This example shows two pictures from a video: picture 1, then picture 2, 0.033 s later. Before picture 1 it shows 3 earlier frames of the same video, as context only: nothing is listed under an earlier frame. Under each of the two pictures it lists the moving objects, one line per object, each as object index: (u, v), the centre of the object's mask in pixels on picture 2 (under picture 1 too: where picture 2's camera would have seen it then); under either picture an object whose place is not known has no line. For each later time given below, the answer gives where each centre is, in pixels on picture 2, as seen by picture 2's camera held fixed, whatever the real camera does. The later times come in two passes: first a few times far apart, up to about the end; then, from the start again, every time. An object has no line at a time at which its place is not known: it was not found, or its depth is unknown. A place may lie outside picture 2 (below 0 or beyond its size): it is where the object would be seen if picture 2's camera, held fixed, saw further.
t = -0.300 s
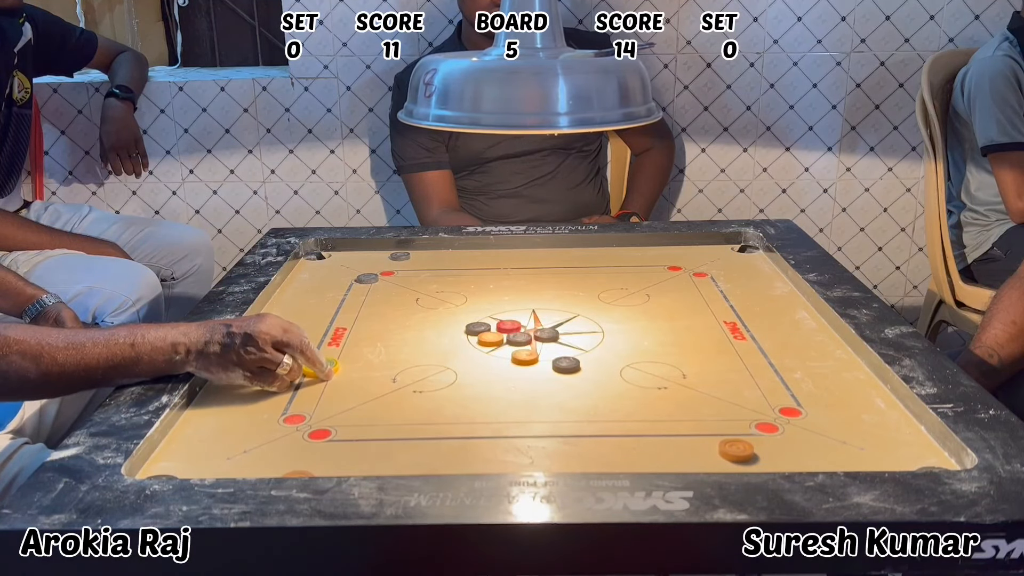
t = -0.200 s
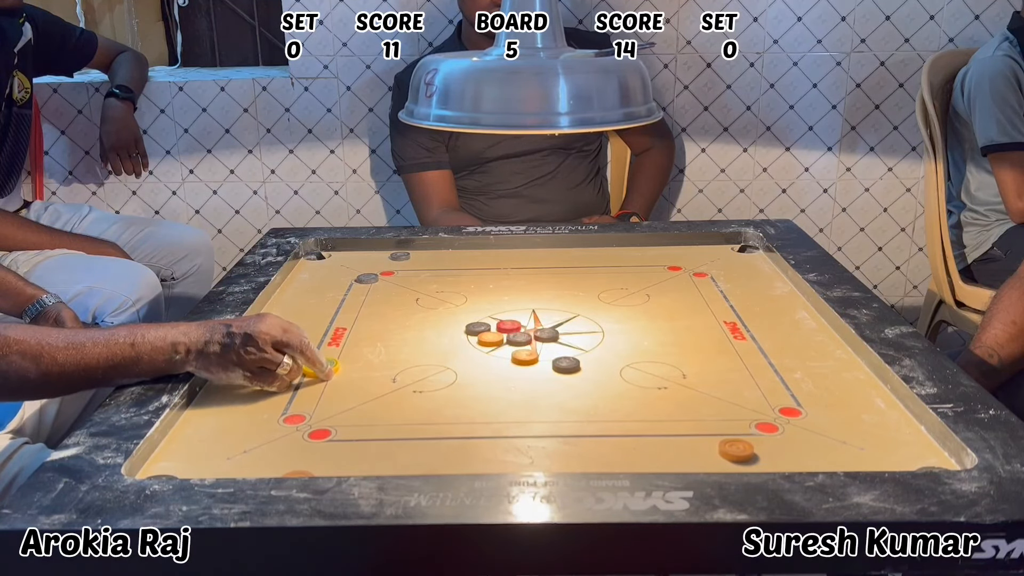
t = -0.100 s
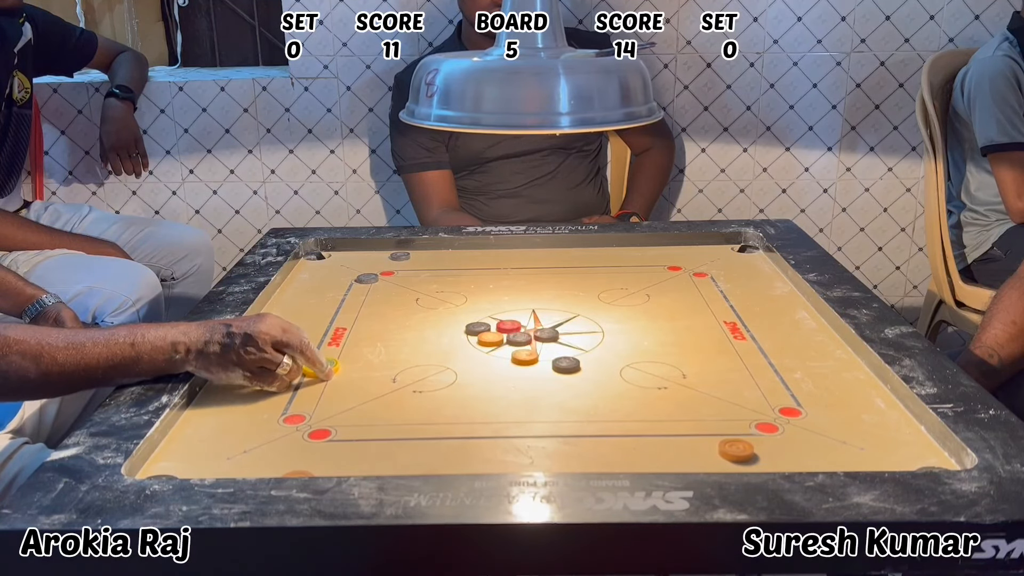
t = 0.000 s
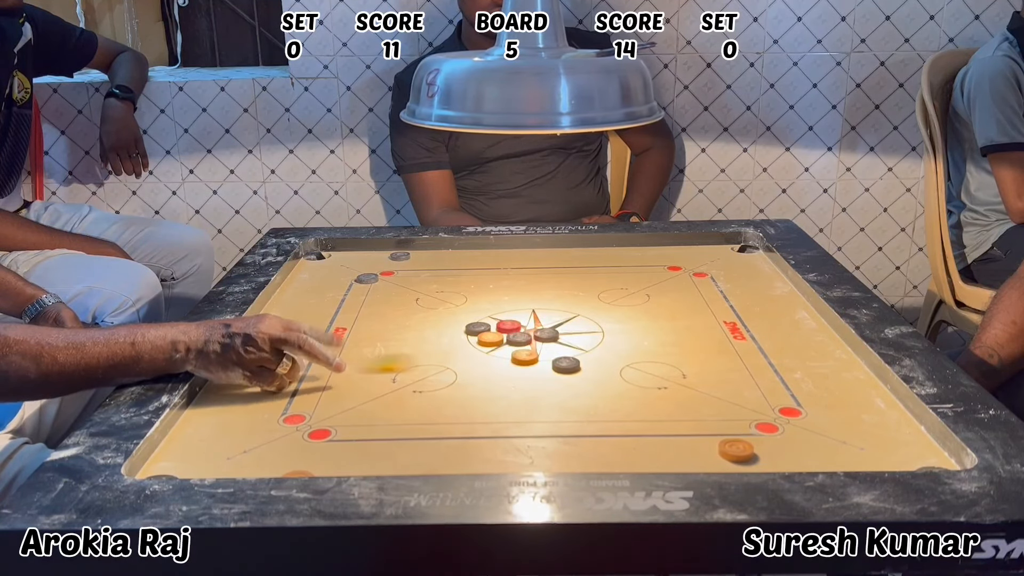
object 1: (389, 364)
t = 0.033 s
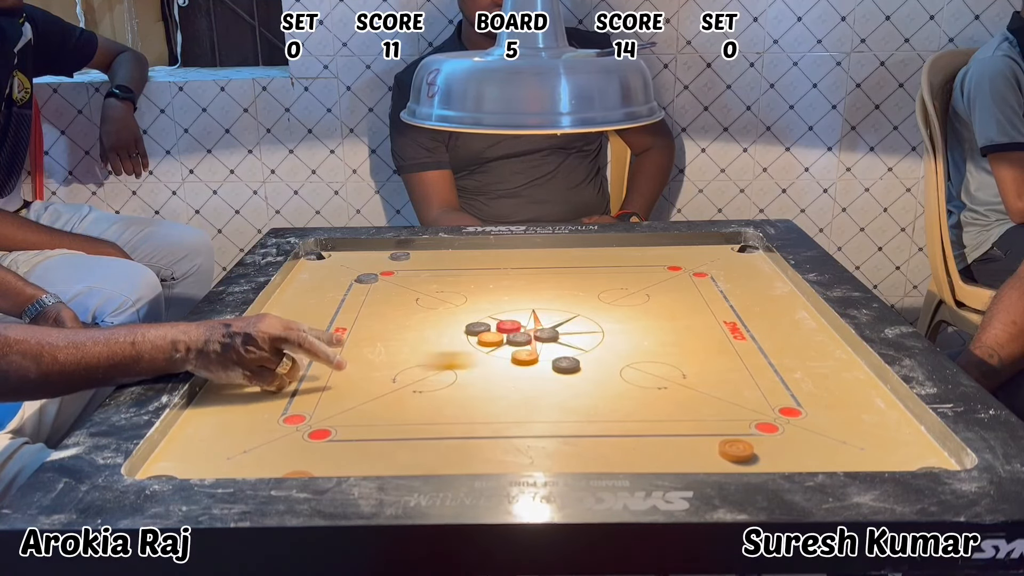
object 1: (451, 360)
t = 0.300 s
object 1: (688, 345)
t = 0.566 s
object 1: (815, 334)
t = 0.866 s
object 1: (742, 332)
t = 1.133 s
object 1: (737, 332)
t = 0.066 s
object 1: (501, 358)
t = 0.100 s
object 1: (532, 357)
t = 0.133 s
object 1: (563, 354)
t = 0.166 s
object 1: (589, 352)
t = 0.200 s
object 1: (615, 350)
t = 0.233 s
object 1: (641, 348)
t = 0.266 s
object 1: (665, 346)
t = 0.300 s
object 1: (688, 345)
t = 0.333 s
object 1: (710, 343)
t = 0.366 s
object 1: (730, 341)
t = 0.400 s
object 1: (750, 340)
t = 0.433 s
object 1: (768, 338)
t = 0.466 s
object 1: (785, 337)
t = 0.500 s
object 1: (801, 336)
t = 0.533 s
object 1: (816, 334)
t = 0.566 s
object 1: (815, 334)
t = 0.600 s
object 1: (802, 334)
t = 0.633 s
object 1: (791, 334)
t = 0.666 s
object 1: (781, 334)
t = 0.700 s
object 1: (772, 333)
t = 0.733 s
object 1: (764, 333)
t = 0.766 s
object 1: (757, 333)
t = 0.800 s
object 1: (751, 333)
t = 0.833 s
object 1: (746, 332)
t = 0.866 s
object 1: (742, 332)
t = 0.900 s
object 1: (740, 332)
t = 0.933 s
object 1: (738, 332)
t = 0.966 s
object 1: (737, 331)
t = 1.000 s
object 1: (737, 331)
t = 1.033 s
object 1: (737, 331)
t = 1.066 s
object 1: (737, 331)
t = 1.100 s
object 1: (737, 332)
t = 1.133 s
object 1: (737, 332)
